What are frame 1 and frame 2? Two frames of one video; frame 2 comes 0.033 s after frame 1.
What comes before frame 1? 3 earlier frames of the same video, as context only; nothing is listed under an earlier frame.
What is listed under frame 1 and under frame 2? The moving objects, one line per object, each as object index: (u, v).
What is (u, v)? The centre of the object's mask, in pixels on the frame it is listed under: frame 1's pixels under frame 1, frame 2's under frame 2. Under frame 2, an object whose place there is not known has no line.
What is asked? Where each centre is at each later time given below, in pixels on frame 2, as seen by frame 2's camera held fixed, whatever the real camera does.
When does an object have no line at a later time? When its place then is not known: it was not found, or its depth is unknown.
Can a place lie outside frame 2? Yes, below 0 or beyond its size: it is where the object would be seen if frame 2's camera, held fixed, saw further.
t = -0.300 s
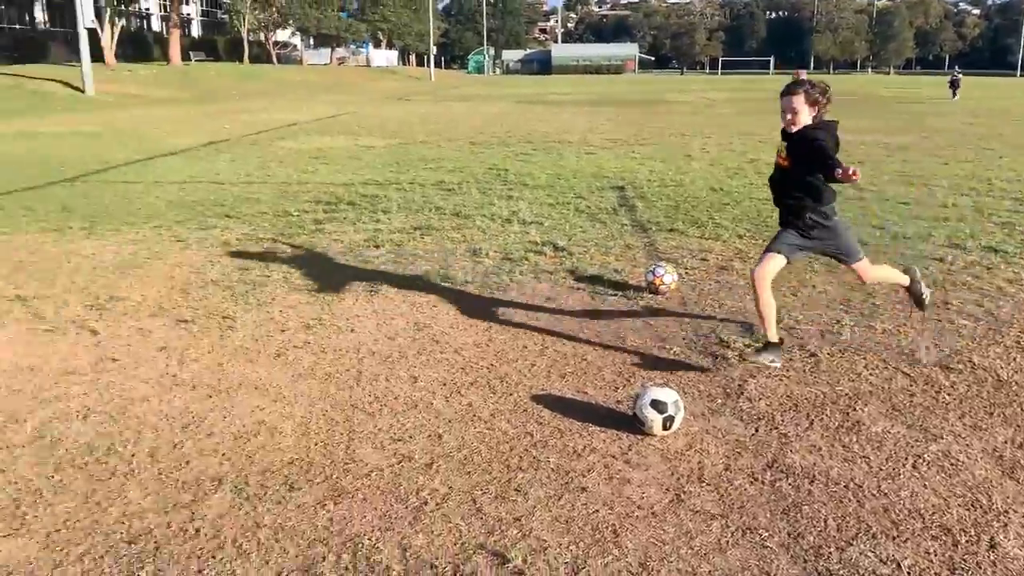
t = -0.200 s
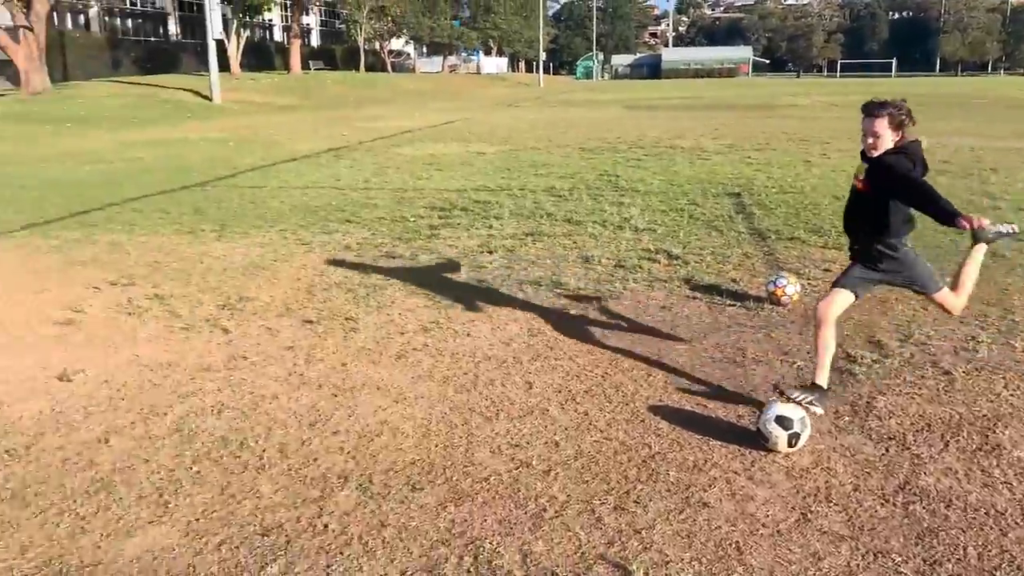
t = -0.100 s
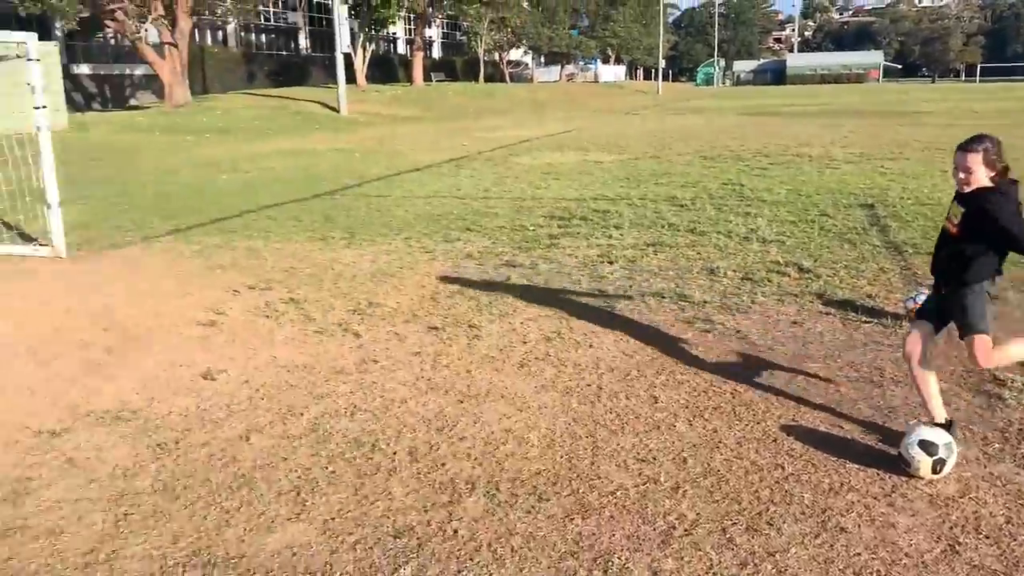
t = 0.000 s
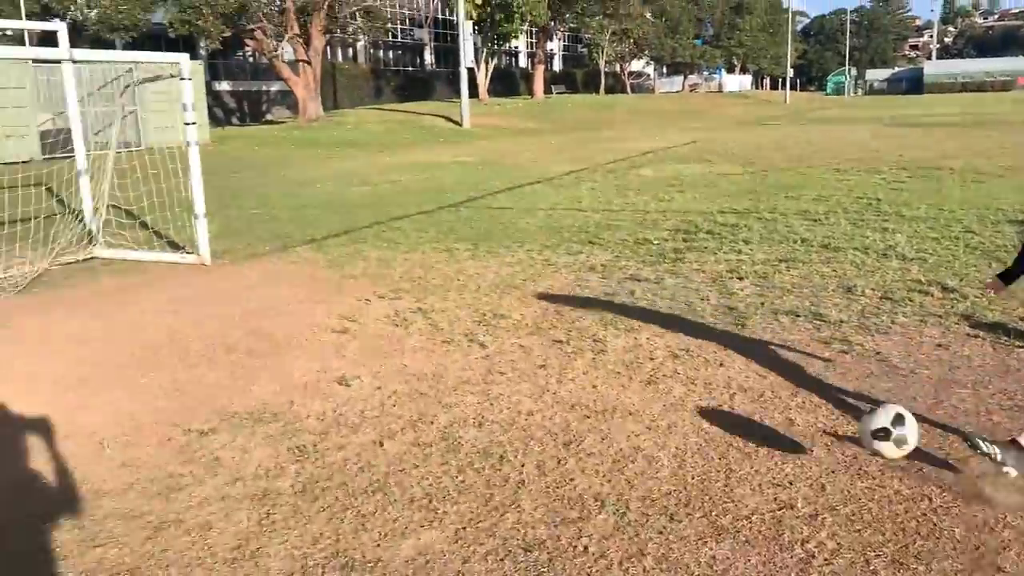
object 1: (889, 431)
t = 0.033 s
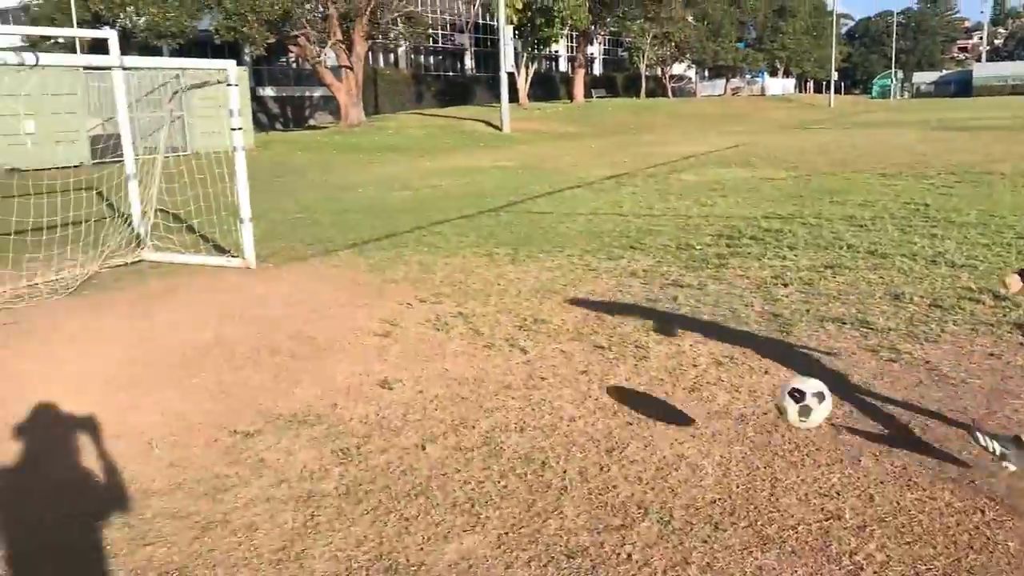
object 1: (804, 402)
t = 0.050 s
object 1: (742, 384)
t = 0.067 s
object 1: (683, 367)
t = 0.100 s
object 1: (575, 339)
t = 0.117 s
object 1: (525, 325)
